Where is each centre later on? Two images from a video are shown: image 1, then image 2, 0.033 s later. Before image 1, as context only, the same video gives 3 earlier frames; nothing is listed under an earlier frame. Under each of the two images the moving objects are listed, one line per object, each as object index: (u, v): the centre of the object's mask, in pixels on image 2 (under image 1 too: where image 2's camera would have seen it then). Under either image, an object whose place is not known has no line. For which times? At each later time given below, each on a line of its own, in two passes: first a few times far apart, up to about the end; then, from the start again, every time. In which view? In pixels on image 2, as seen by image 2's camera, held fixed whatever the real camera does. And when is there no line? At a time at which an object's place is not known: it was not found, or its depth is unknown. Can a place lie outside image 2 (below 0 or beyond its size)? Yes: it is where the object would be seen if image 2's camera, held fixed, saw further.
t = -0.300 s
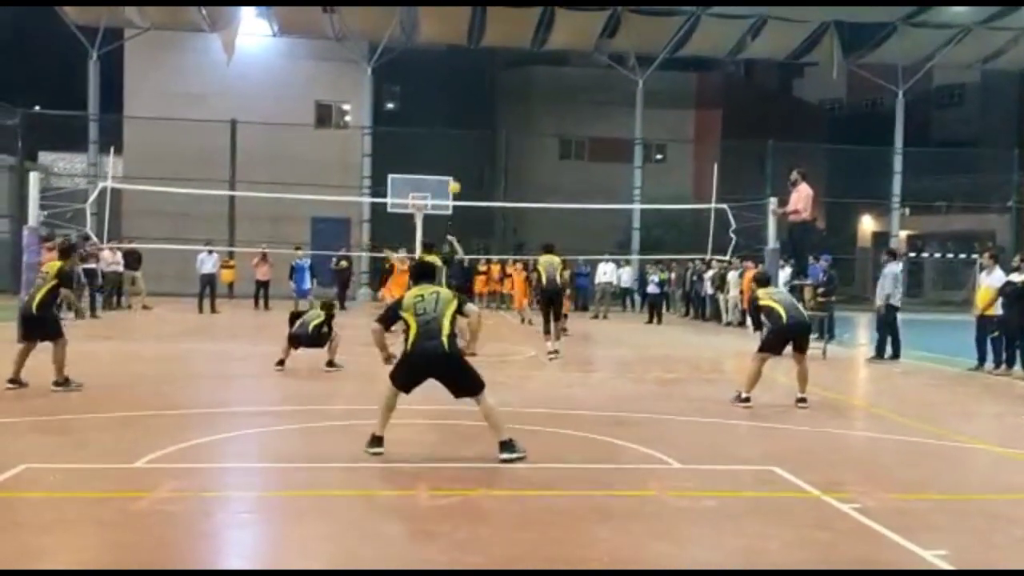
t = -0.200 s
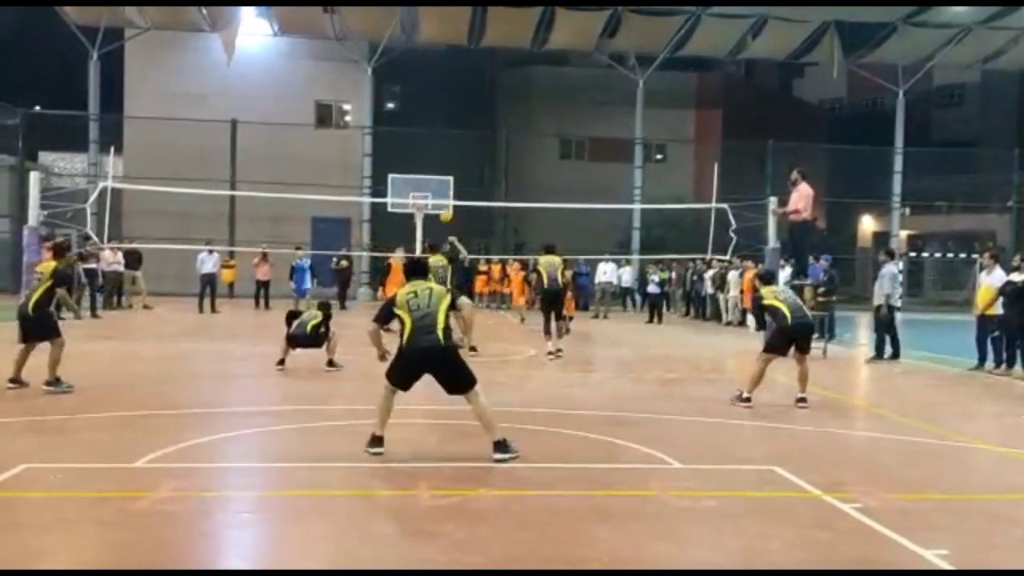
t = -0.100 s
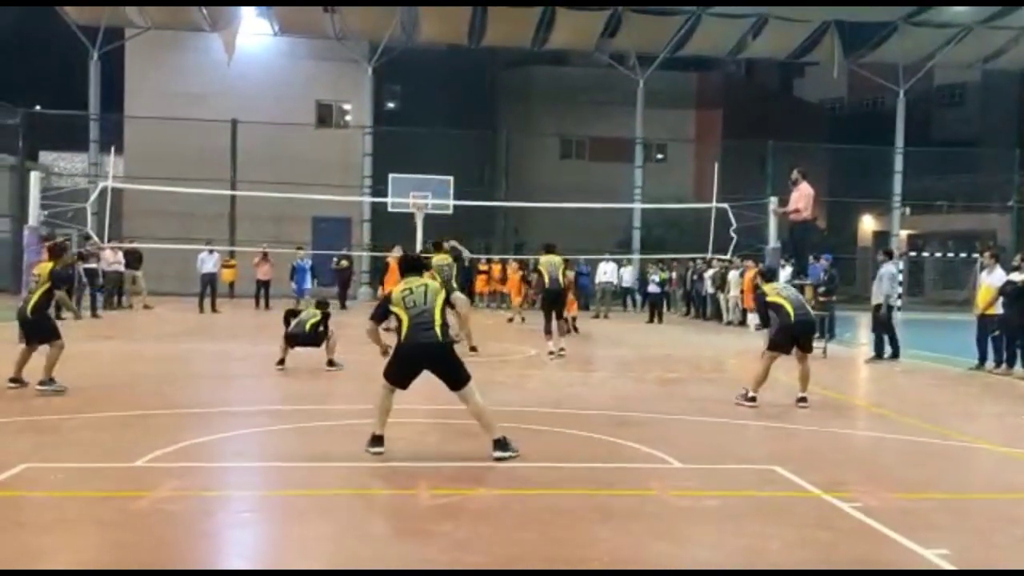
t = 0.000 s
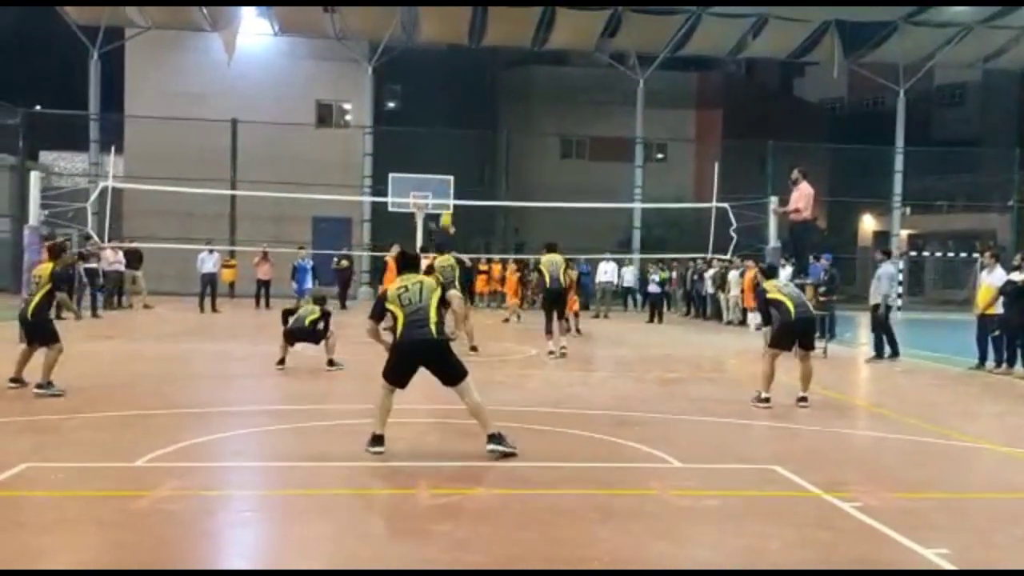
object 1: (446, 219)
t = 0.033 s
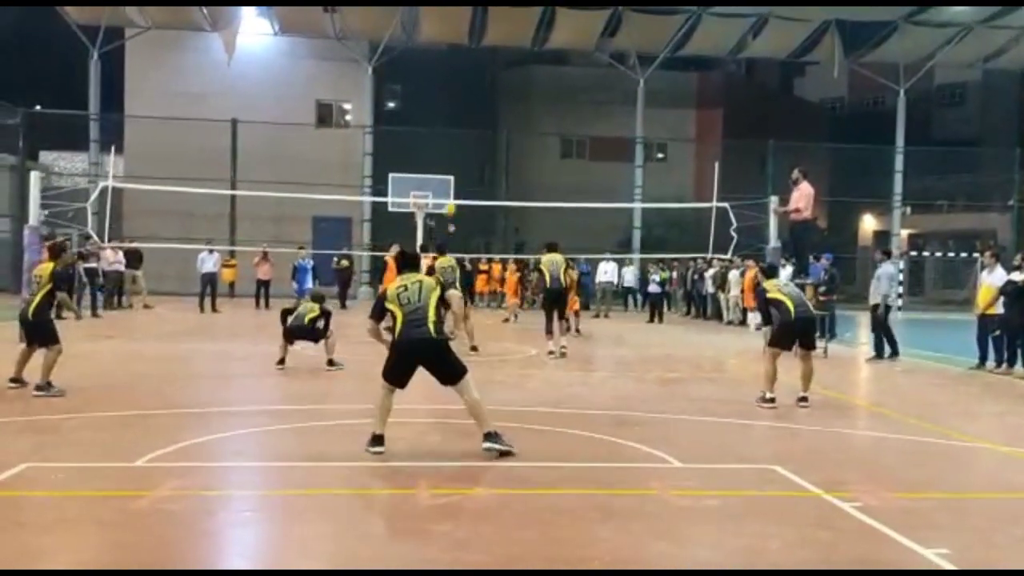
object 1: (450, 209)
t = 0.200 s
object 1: (470, 158)
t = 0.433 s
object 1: (499, 114)
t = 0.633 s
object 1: (522, 101)
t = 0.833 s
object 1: (545, 110)
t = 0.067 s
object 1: (455, 194)
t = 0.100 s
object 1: (459, 185)
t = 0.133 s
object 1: (462, 176)
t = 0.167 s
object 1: (466, 167)
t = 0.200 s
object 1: (470, 158)
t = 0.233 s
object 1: (475, 150)
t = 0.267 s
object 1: (479, 142)
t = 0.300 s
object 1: (483, 136)
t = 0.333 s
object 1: (487, 129)
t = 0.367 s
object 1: (491, 124)
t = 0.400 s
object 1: (495, 118)
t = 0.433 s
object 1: (499, 114)
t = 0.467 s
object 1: (503, 111)
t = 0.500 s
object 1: (507, 107)
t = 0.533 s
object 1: (511, 105)
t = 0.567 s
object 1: (515, 103)
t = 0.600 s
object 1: (518, 101)
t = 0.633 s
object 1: (522, 101)
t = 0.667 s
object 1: (526, 101)
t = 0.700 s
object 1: (530, 101)
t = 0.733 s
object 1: (533, 103)
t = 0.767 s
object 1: (537, 105)
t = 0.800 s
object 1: (541, 107)
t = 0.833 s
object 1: (545, 110)
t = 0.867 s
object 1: (549, 114)
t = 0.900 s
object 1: (552, 118)
